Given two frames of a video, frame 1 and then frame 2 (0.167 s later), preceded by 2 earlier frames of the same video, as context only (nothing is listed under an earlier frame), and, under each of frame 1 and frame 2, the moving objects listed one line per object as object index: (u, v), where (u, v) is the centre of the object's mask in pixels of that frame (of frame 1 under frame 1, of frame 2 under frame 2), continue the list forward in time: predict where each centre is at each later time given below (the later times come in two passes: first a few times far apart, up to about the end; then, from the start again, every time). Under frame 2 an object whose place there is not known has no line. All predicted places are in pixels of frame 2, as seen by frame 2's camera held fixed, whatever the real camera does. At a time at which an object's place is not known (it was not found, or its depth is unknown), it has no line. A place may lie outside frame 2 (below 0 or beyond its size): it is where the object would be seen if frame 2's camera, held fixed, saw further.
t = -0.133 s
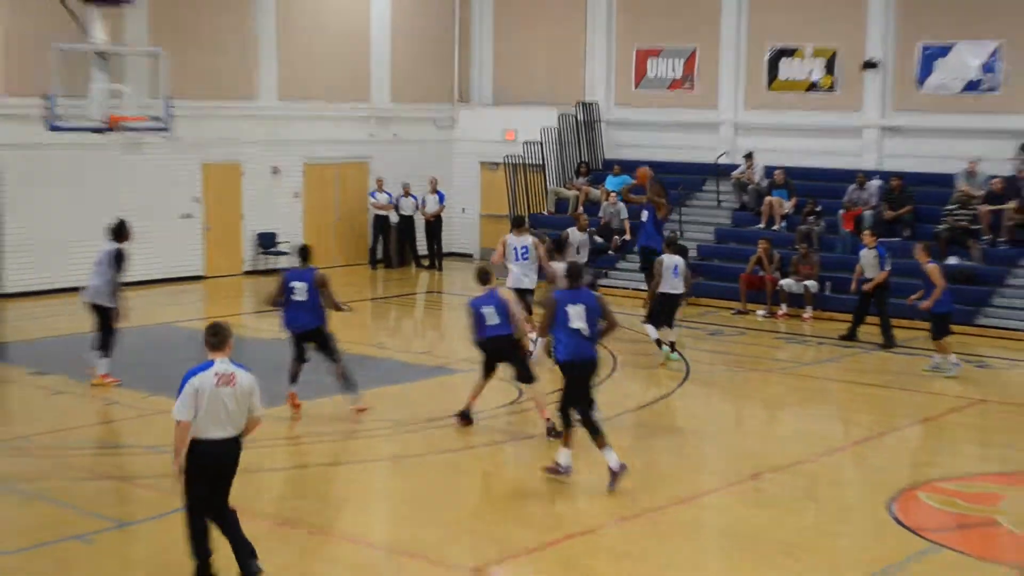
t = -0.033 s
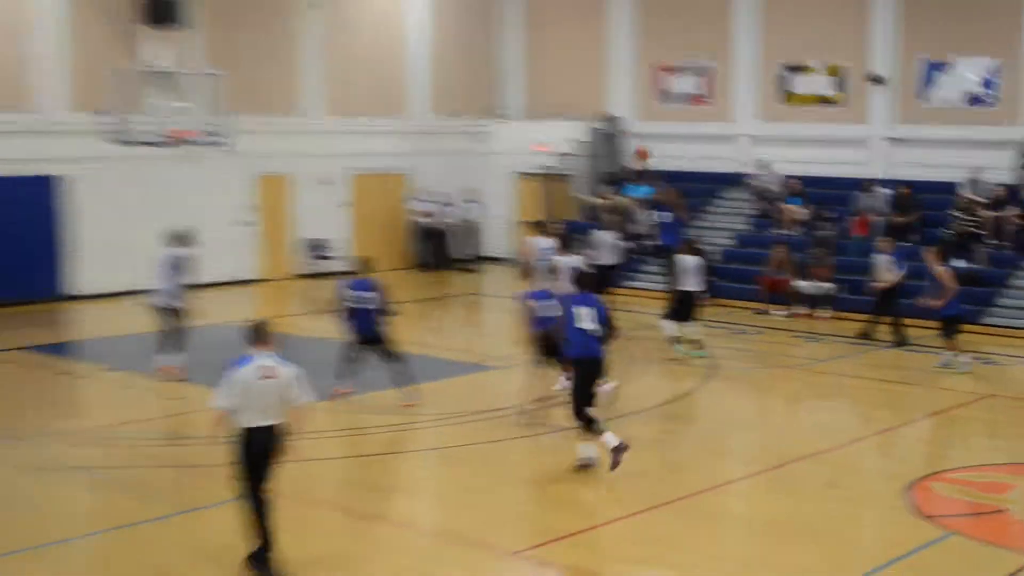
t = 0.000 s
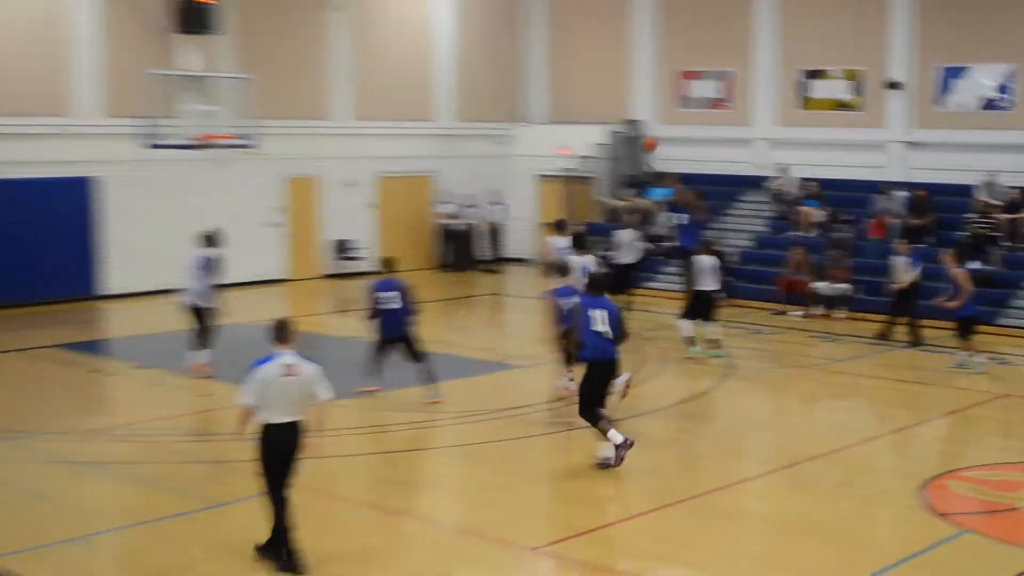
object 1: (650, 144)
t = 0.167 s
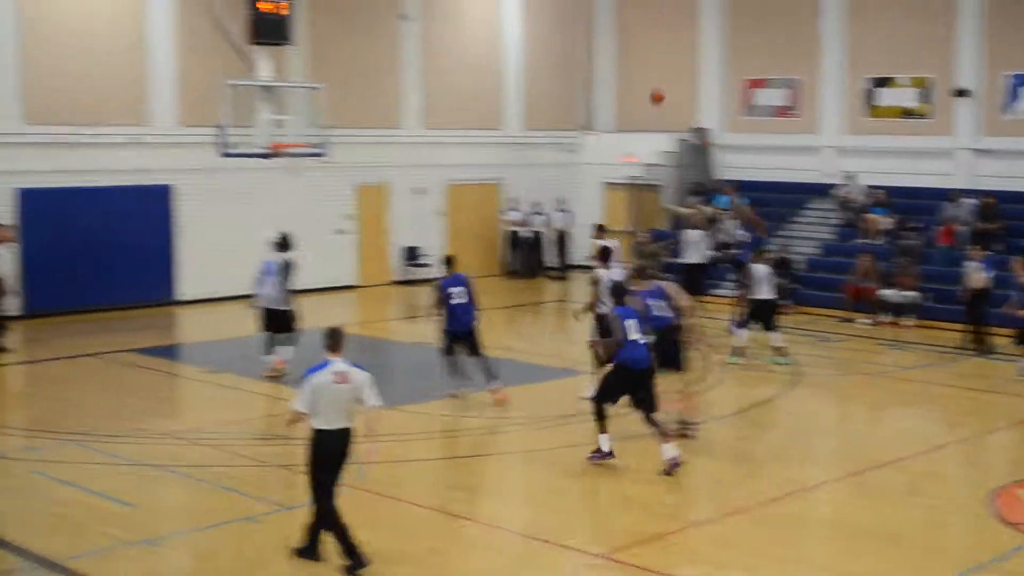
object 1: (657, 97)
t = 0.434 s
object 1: (559, 46)
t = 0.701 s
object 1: (460, 43)
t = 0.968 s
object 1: (363, 90)
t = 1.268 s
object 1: (282, 158)
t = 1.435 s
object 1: (291, 185)
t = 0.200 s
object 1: (644, 89)
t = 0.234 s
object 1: (632, 81)
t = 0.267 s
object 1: (620, 73)
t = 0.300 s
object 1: (608, 66)
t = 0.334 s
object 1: (595, 60)
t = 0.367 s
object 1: (583, 55)
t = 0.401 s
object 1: (571, 50)
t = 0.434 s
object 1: (559, 46)
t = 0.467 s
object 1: (546, 43)
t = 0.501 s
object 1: (534, 41)
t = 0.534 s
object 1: (521, 39)
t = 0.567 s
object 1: (509, 39)
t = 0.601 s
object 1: (497, 38)
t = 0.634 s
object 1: (485, 40)
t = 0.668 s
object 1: (472, 41)
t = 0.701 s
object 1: (460, 43)
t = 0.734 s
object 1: (448, 47)
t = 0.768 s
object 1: (434, 50)
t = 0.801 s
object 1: (423, 55)
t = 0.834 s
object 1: (410, 59)
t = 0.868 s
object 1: (399, 66)
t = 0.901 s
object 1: (386, 73)
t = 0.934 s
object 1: (374, 80)
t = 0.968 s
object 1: (363, 90)
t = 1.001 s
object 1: (349, 98)
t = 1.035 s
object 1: (338, 106)
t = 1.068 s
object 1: (328, 115)
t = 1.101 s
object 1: (314, 129)
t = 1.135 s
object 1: (302, 138)
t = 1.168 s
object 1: (292, 143)
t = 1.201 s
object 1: (282, 152)
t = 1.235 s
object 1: (282, 156)
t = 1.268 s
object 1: (282, 158)
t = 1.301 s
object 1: (285, 164)
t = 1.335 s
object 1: (286, 169)
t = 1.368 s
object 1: (288, 173)
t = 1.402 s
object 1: (289, 179)
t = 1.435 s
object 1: (291, 185)
